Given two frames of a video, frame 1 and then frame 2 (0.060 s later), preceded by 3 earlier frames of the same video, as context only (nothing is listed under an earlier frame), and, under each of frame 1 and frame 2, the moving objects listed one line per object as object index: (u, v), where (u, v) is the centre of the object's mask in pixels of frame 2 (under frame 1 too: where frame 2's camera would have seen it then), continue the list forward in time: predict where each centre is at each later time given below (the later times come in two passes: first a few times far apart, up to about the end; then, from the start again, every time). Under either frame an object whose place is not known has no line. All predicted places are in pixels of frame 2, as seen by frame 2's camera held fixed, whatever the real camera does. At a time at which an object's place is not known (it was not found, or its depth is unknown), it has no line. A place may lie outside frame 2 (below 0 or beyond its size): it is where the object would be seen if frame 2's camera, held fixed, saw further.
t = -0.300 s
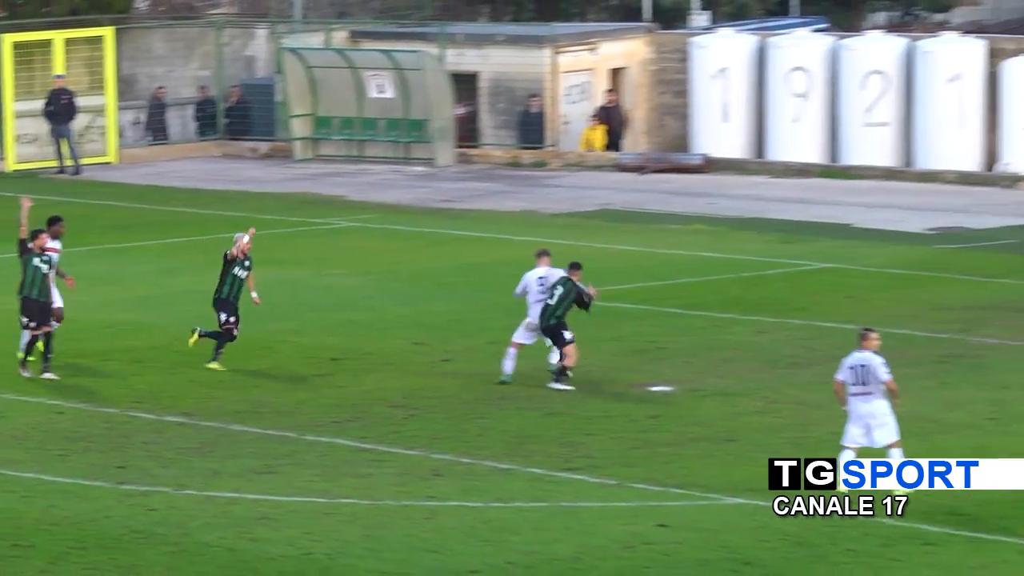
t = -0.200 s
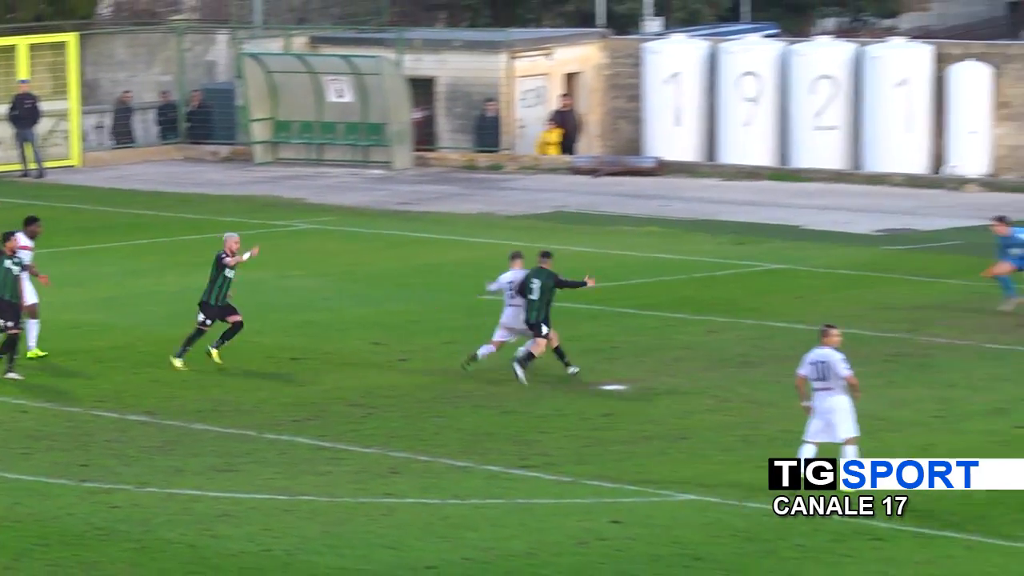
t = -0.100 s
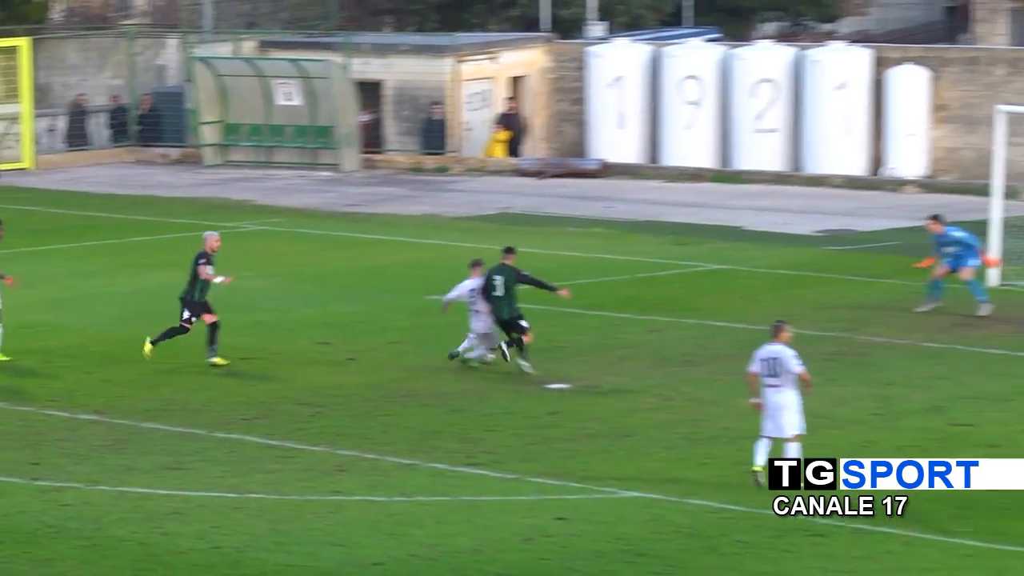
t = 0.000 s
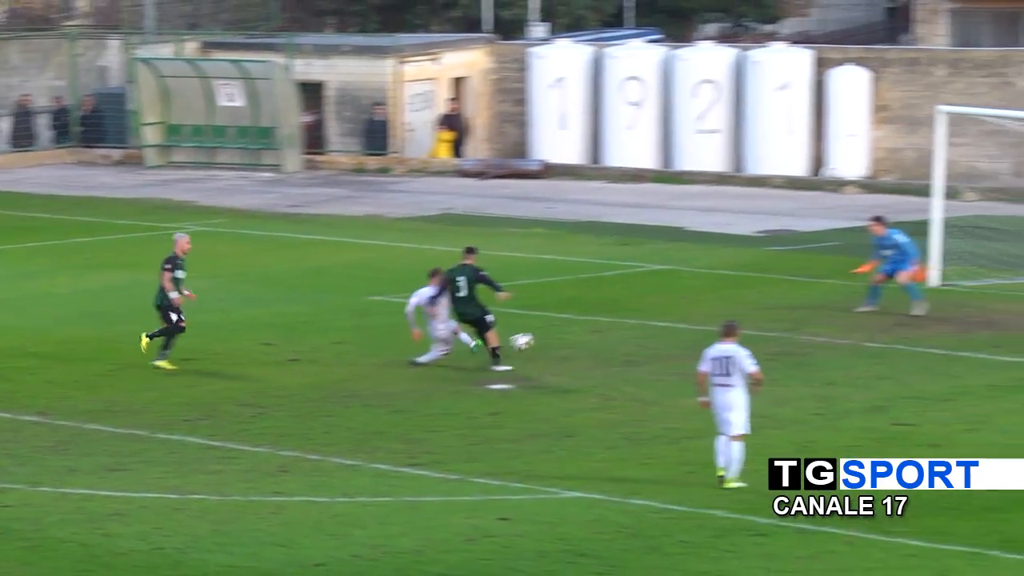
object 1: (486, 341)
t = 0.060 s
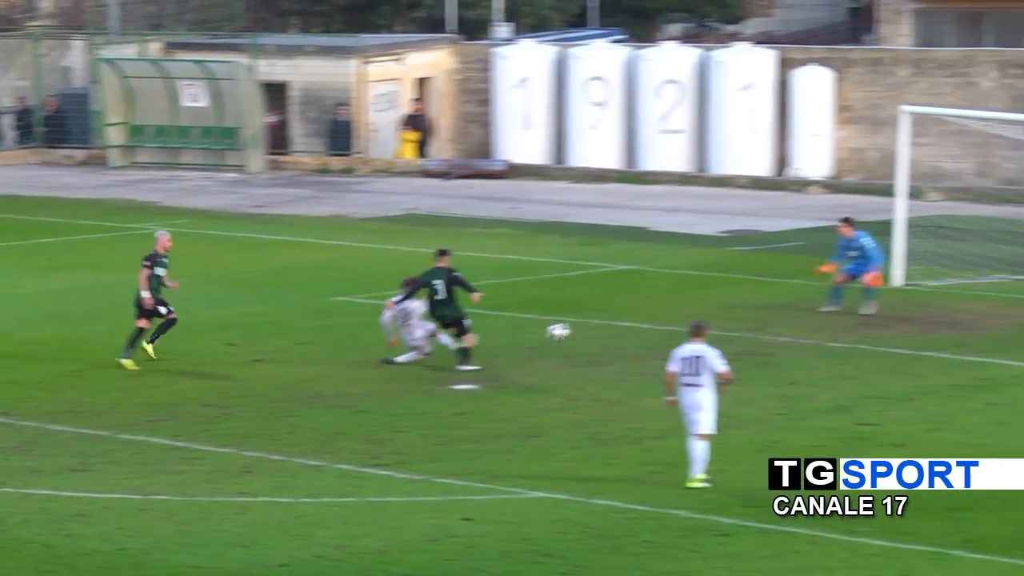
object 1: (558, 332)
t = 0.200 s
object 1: (723, 325)
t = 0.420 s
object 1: (964, 323)
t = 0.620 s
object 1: (1156, 321)
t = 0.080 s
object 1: (583, 329)
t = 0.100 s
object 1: (606, 328)
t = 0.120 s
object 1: (629, 326)
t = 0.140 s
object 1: (653, 325)
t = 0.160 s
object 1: (677, 324)
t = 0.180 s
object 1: (699, 323)
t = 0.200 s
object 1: (723, 325)
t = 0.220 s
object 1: (745, 325)
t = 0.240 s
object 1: (768, 325)
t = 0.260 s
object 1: (791, 326)
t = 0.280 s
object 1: (814, 327)
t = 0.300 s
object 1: (838, 330)
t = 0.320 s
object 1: (860, 330)
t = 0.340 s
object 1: (881, 328)
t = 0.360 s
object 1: (901, 327)
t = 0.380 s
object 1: (922, 325)
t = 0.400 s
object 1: (942, 324)
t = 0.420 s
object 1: (964, 323)
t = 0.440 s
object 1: (984, 324)
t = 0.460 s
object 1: (1006, 325)
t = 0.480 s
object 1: (1024, 324)
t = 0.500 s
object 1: (1044, 322)
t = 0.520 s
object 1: (1063, 322)
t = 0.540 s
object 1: (1082, 321)
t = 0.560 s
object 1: (1100, 322)
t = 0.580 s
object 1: (1120, 322)
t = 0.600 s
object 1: (1138, 322)
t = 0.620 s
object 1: (1156, 321)
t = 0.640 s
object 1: (1174, 320)
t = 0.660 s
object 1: (1192, 320)
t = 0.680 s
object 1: (1209, 320)
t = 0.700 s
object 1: (1226, 321)
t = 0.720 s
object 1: (1245, 321)
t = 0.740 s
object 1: (1263, 322)
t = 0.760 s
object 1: (1279, 321)
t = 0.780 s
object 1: (1296, 320)
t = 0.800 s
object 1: (1313, 319)
